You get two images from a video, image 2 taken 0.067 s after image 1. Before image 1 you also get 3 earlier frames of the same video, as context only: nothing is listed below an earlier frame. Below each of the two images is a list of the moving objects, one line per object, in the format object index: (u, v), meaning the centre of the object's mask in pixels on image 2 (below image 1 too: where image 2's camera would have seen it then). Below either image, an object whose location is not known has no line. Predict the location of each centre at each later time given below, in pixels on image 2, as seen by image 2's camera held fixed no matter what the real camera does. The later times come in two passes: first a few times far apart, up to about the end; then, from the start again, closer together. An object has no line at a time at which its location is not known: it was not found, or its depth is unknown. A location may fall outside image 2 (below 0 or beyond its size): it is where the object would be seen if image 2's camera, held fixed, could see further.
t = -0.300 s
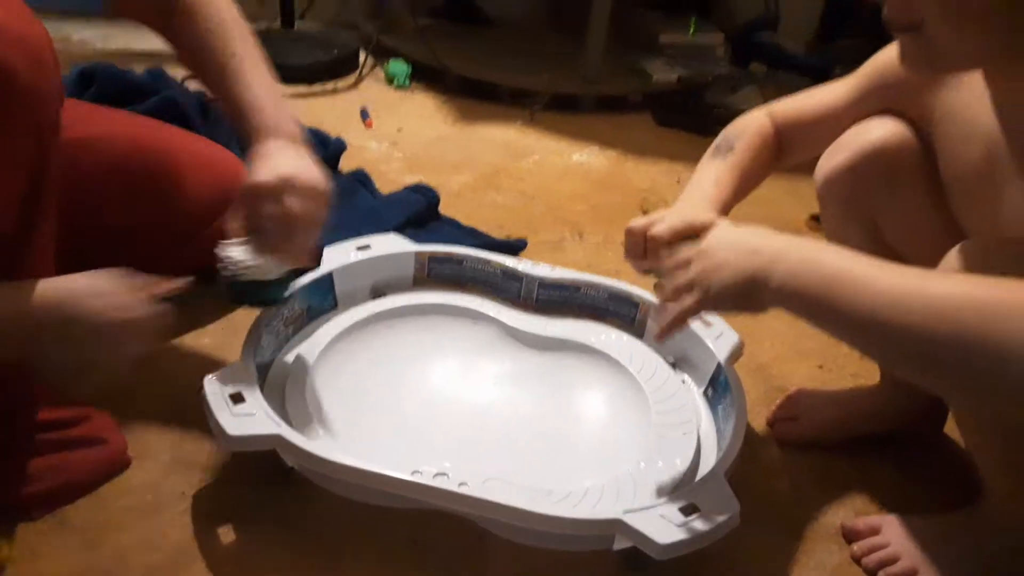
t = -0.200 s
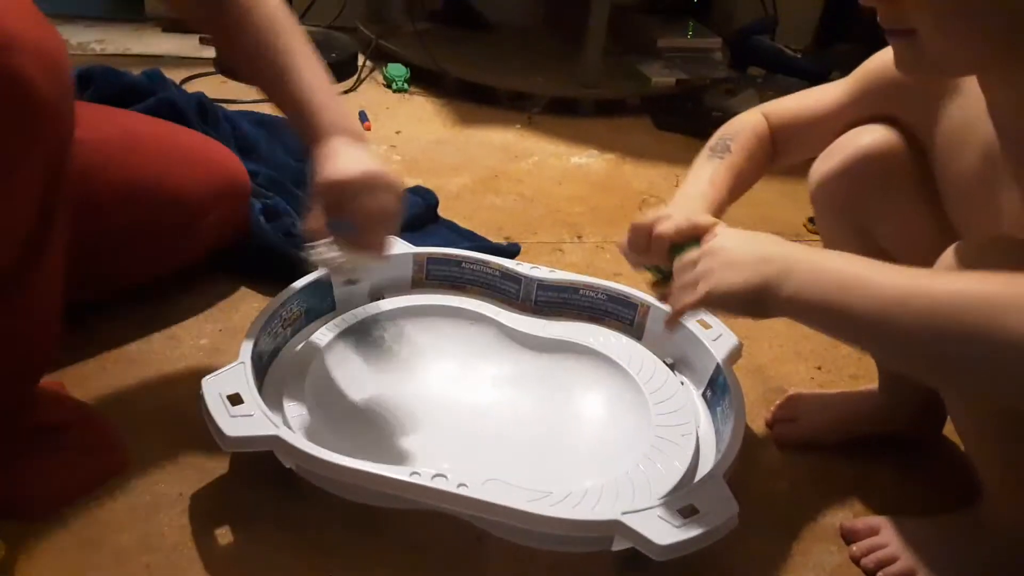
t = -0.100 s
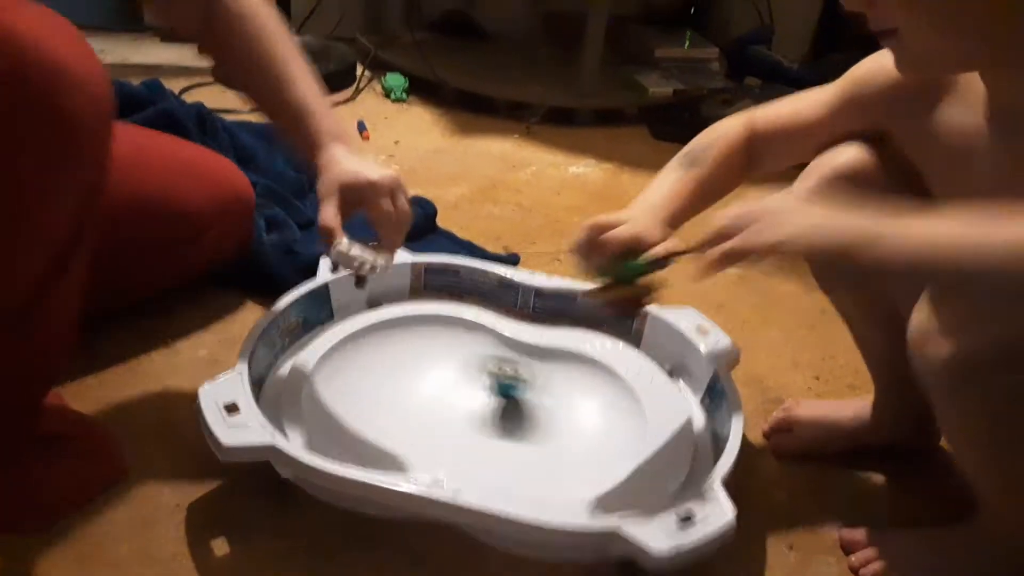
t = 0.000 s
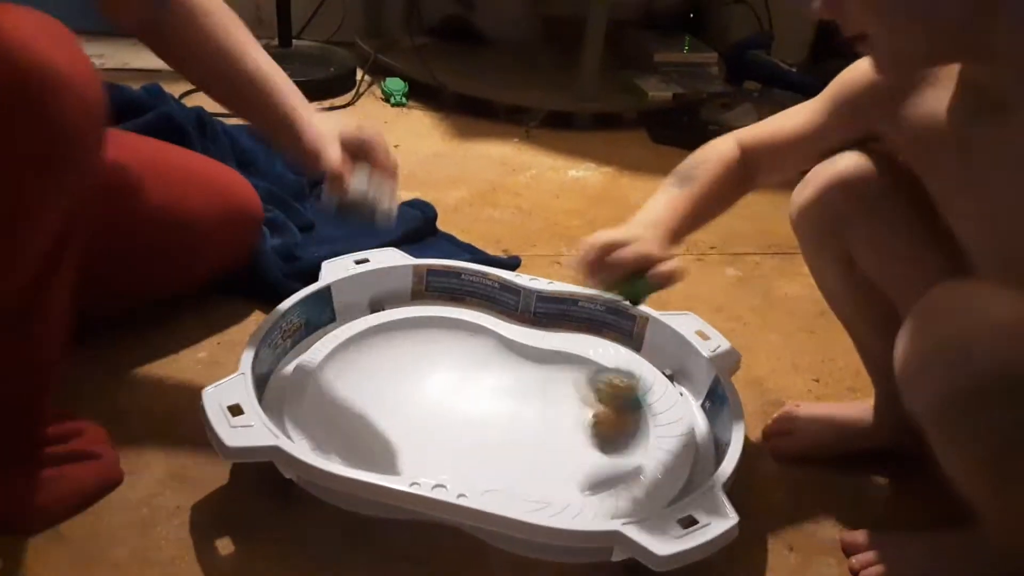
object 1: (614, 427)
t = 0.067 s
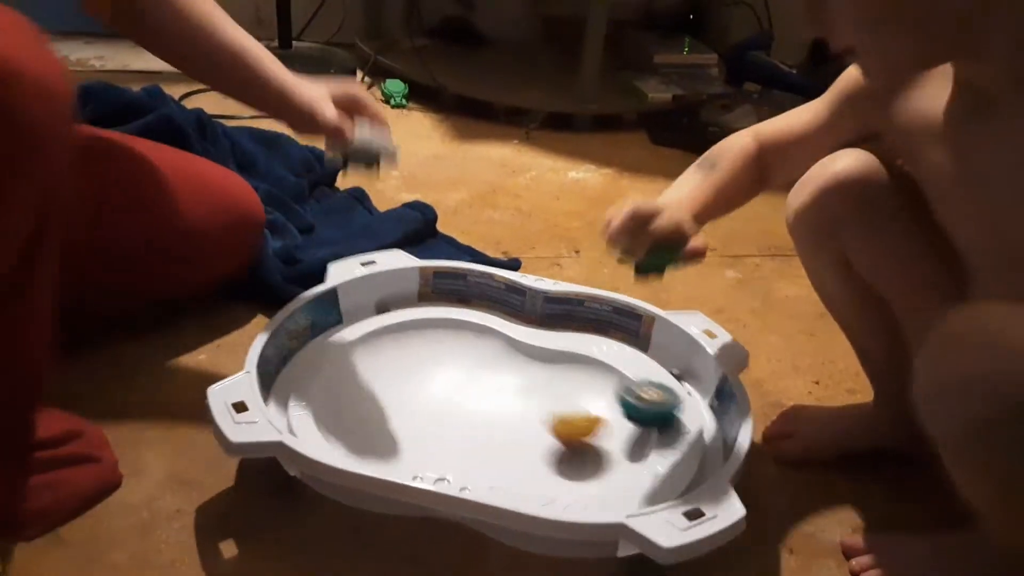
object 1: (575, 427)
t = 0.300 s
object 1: (407, 360)
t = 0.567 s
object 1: (403, 434)
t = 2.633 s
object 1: (582, 353)
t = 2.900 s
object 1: (576, 454)
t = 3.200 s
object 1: (437, 427)
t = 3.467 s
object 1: (398, 405)
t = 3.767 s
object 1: (389, 391)
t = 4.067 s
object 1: (421, 386)
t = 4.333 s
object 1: (459, 379)
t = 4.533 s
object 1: (468, 383)
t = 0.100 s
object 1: (554, 413)
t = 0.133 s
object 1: (532, 407)
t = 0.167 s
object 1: (510, 400)
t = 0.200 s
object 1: (484, 385)
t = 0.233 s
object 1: (461, 379)
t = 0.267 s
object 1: (433, 373)
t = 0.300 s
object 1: (407, 360)
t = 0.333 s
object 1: (381, 355)
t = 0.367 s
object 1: (378, 351)
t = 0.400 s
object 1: (383, 353)
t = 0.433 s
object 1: (388, 364)
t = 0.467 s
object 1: (392, 386)
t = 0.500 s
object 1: (397, 425)
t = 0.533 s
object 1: (399, 429)
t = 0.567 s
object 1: (403, 434)
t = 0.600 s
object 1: (408, 442)
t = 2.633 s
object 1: (582, 353)
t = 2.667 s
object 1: (614, 351)
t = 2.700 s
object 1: (645, 359)
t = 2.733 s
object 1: (676, 379)
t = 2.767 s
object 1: (682, 398)
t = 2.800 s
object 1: (659, 402)
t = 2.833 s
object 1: (634, 416)
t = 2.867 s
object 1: (603, 444)
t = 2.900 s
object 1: (576, 454)
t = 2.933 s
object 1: (545, 458)
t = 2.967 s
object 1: (524, 452)
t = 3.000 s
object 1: (501, 451)
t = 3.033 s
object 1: (484, 447)
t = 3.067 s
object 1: (470, 443)
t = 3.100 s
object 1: (458, 440)
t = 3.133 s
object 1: (449, 436)
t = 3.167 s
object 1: (443, 431)
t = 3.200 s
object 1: (437, 427)
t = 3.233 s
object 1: (432, 424)
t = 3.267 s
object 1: (428, 421)
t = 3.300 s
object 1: (422, 417)
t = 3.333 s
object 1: (417, 415)
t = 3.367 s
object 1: (412, 413)
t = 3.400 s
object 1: (407, 409)
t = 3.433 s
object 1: (402, 407)
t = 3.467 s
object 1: (398, 405)
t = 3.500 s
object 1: (394, 402)
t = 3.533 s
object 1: (391, 401)
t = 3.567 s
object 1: (389, 399)
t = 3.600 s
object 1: (387, 397)
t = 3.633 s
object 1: (386, 395)
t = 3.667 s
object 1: (386, 394)
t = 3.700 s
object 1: (387, 393)
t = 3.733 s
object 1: (388, 391)
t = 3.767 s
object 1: (389, 391)
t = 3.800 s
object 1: (392, 390)
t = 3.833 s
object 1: (394, 390)
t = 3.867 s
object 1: (397, 390)
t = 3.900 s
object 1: (400, 389)
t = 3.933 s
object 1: (404, 388)
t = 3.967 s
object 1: (408, 388)
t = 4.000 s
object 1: (412, 387)
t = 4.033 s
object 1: (417, 387)
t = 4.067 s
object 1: (421, 386)
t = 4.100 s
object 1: (426, 385)
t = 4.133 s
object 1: (431, 385)
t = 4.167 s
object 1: (437, 384)
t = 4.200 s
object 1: (442, 383)
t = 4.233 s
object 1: (447, 382)
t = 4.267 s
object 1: (451, 381)
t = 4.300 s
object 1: (455, 380)
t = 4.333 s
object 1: (459, 379)
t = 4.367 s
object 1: (462, 378)
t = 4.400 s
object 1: (465, 378)
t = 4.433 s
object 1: (466, 378)
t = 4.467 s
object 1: (468, 379)
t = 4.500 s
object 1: (468, 381)
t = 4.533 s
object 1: (468, 383)
